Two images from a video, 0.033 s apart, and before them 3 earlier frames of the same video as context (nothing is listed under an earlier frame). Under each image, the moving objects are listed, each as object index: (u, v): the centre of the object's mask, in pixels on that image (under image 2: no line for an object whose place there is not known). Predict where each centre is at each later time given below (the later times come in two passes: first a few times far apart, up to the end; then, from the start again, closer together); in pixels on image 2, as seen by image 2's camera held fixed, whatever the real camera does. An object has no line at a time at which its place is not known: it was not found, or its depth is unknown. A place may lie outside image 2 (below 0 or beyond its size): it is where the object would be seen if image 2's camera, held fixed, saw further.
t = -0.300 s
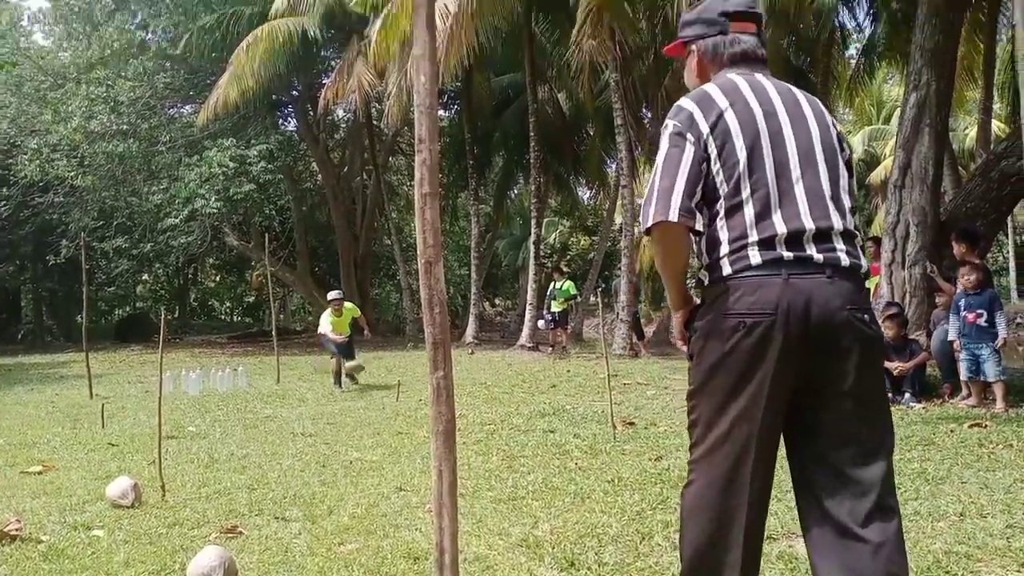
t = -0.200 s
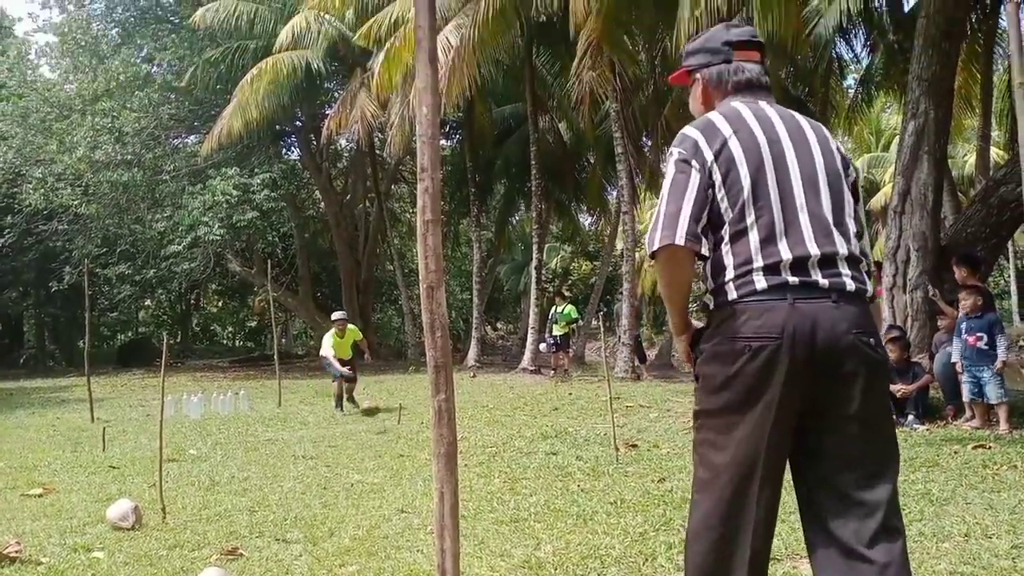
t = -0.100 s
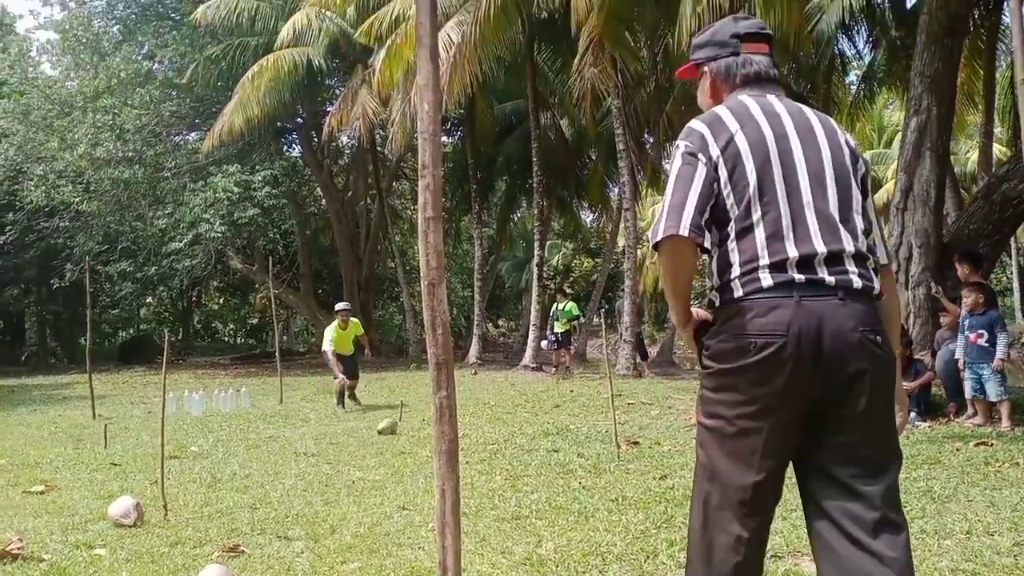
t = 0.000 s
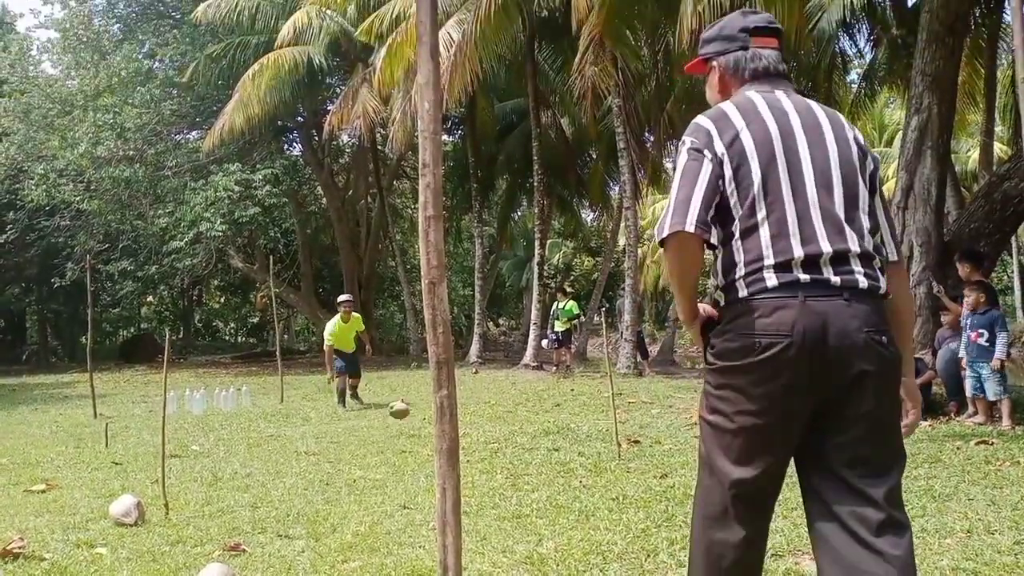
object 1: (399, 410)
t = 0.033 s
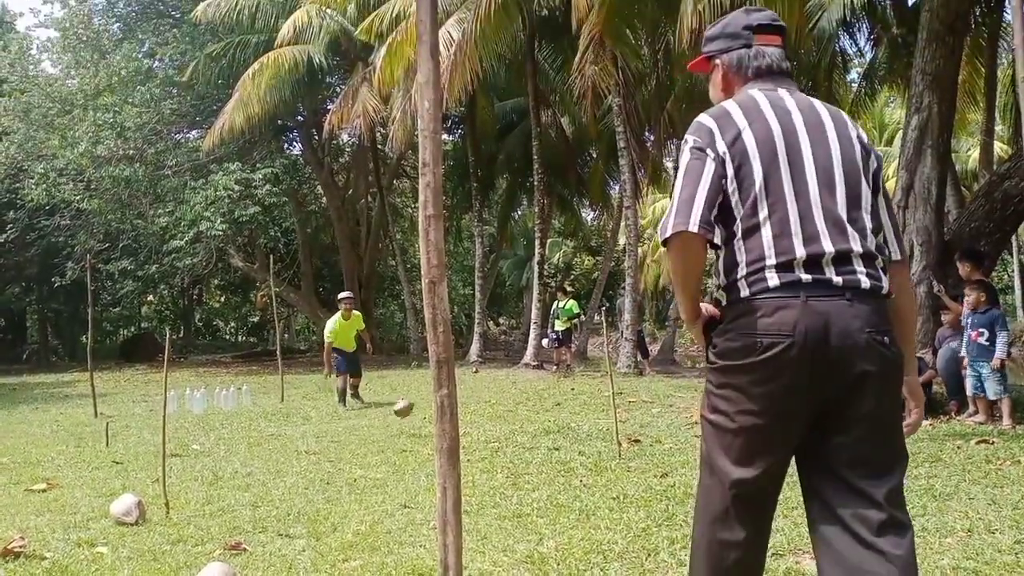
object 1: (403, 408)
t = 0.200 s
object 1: (424, 415)
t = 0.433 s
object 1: (469, 436)
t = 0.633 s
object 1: (516, 459)
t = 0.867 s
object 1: (575, 473)
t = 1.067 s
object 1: (642, 486)
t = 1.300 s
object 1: (729, 484)
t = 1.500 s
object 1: (810, 505)
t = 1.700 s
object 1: (899, 524)
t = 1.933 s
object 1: (994, 537)
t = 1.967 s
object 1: (1001, 535)
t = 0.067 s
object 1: (408, 407)
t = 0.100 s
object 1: (412, 406)
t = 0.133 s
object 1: (416, 407)
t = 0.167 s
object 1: (421, 410)
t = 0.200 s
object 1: (424, 415)
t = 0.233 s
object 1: (426, 421)
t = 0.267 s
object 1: (429, 429)
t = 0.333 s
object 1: (461, 448)
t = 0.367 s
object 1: (465, 438)
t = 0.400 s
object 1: (468, 439)
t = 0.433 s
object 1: (469, 436)
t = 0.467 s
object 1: (475, 435)
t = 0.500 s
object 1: (483, 437)
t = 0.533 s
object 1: (490, 440)
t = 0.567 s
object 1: (498, 446)
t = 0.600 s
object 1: (506, 455)
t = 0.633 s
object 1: (516, 459)
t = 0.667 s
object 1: (522, 459)
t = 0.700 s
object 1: (529, 458)
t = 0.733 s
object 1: (539, 458)
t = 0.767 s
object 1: (545, 458)
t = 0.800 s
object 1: (555, 461)
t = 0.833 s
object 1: (565, 468)
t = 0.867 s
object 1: (575, 473)
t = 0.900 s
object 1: (584, 473)
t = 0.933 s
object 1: (596, 472)
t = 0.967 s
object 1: (608, 473)
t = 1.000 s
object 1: (620, 477)
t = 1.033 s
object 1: (632, 481)
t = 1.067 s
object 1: (642, 486)
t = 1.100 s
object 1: (655, 488)
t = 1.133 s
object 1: (670, 490)
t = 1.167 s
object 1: (682, 494)
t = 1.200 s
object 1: (693, 492)
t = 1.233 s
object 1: (704, 489)
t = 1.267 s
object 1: (714, 485)
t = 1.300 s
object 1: (729, 484)
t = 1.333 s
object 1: (742, 488)
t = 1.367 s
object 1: (757, 495)
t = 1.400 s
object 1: (773, 505)
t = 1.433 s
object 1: (787, 508)
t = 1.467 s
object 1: (796, 507)
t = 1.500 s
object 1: (810, 505)
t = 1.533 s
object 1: (825, 508)
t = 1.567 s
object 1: (839, 513)
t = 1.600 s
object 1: (854, 518)
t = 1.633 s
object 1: (870, 519)
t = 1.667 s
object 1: (885, 521)
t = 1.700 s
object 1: (899, 524)
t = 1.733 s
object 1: (914, 528)
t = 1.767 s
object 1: (928, 528)
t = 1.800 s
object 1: (941, 527)
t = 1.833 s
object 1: (953, 528)
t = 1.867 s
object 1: (967, 529)
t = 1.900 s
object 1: (982, 532)
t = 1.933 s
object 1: (994, 537)
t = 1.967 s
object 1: (1001, 535)
